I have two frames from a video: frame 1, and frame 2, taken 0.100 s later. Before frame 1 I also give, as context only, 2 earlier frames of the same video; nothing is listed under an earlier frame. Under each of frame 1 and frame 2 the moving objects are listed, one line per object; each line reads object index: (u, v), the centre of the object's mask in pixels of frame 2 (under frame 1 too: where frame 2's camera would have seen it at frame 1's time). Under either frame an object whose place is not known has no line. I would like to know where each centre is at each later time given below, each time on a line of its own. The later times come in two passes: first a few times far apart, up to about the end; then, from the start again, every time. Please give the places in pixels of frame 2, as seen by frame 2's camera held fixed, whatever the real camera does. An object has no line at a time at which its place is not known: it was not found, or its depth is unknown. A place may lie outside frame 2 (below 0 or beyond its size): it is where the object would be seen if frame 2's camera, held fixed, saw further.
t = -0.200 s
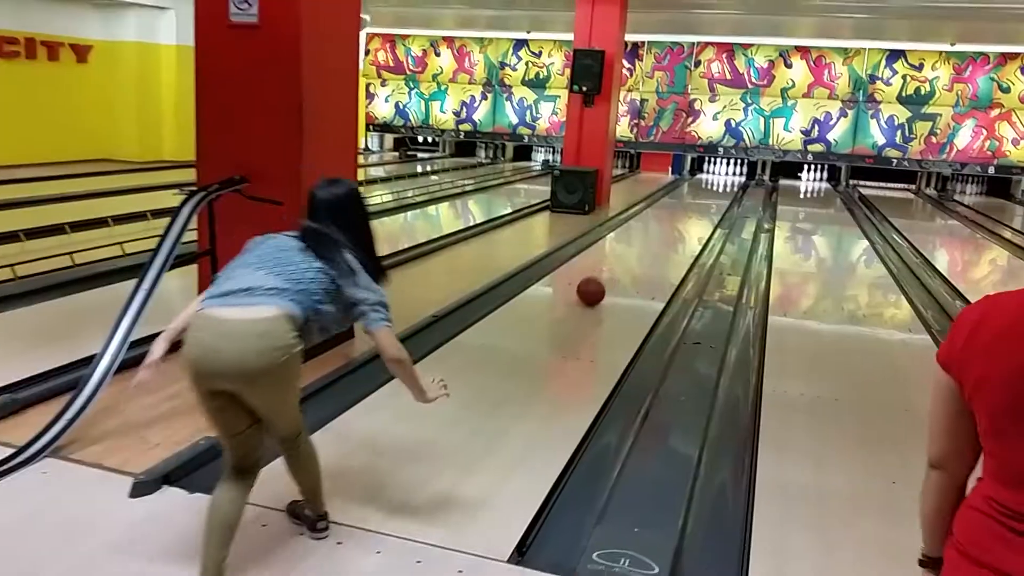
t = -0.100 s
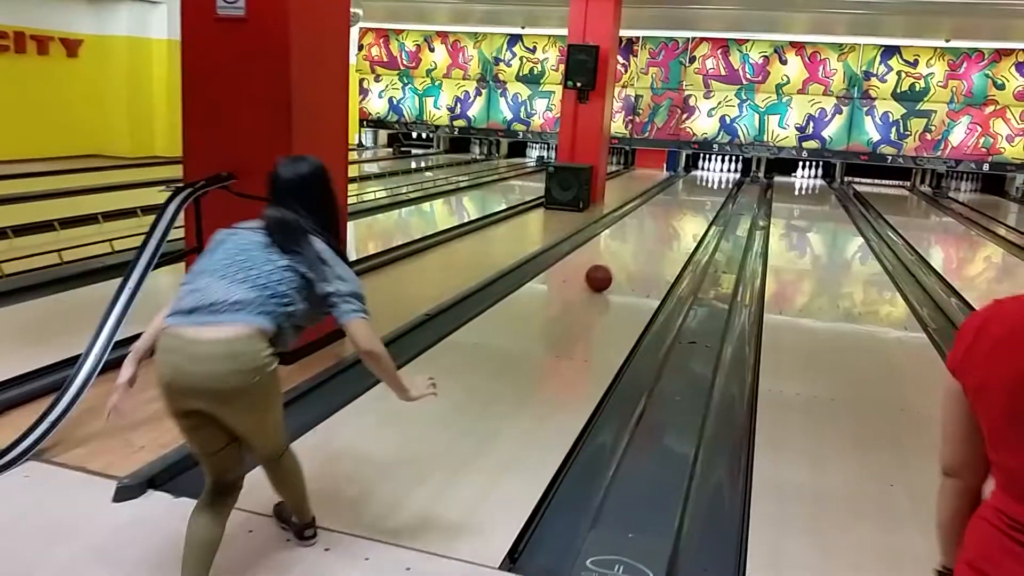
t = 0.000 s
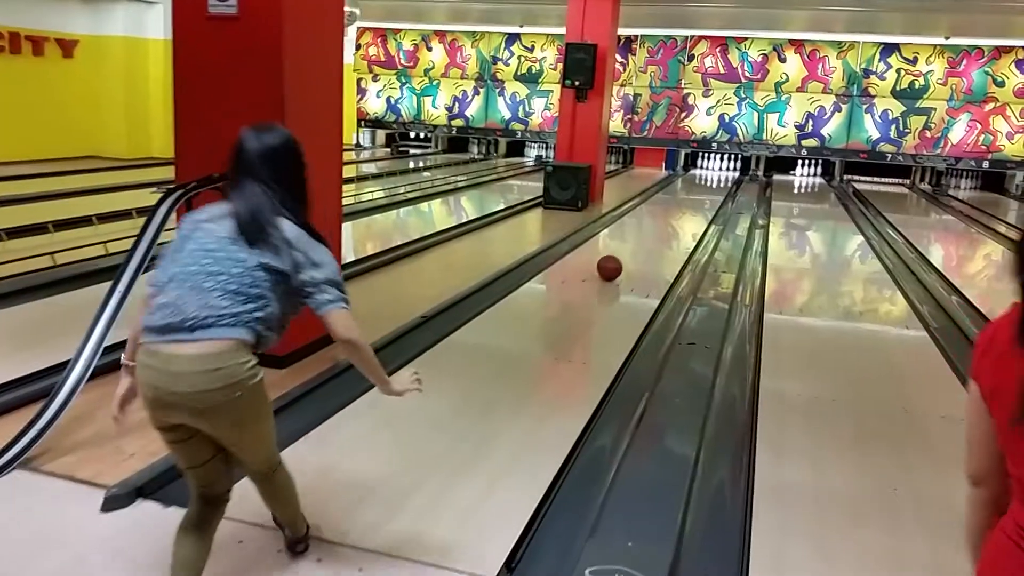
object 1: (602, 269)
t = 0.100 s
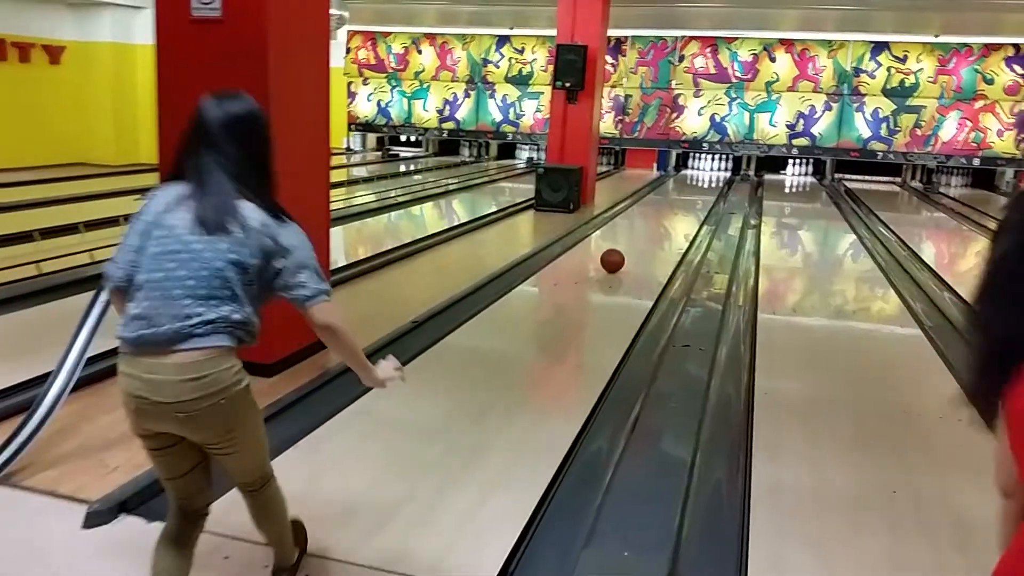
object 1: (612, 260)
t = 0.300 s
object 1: (630, 246)
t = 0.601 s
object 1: (650, 229)
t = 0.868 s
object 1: (664, 217)
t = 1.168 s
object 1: (676, 207)
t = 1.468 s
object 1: (685, 199)
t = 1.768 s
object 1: (693, 192)
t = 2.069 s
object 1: (700, 187)
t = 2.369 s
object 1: (706, 183)
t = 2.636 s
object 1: (710, 179)
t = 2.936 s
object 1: (713, 176)
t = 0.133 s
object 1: (615, 257)
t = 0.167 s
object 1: (619, 255)
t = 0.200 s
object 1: (621, 252)
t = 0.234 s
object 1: (624, 249)
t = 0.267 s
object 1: (627, 248)
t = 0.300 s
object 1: (630, 246)
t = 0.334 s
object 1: (632, 244)
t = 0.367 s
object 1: (635, 242)
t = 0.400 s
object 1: (637, 240)
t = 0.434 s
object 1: (640, 238)
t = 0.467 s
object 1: (642, 236)
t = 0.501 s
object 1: (644, 234)
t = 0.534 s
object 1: (647, 232)
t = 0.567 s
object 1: (649, 231)
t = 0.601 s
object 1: (650, 229)
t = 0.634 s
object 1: (652, 227)
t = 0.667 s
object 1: (654, 226)
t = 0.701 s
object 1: (656, 224)
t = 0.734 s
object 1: (658, 223)
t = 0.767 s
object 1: (660, 221)
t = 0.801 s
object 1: (661, 220)
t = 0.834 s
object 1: (663, 218)
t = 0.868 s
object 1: (664, 217)
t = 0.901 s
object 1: (665, 216)
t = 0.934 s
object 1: (667, 214)
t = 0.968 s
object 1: (668, 213)
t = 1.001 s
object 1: (670, 212)
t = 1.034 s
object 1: (671, 211)
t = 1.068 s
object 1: (672, 210)
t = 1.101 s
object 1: (674, 209)
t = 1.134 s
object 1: (675, 208)
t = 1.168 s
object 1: (676, 207)
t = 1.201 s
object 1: (677, 206)
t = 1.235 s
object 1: (678, 205)
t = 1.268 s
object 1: (679, 204)
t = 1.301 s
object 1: (680, 203)
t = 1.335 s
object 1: (681, 202)
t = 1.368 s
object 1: (682, 201)
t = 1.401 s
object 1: (683, 201)
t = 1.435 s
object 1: (684, 200)
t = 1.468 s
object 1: (685, 199)
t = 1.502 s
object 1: (686, 198)
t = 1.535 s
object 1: (687, 197)
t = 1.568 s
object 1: (688, 196)
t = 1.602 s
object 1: (689, 196)
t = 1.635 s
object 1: (690, 195)
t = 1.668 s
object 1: (691, 194)
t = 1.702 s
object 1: (692, 193)
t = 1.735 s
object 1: (693, 192)
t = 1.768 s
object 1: (693, 192)
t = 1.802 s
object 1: (694, 191)
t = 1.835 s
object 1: (695, 191)
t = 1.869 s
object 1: (695, 190)
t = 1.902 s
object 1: (696, 189)
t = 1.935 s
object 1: (697, 189)
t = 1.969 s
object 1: (698, 188)
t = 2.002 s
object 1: (699, 188)
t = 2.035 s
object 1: (700, 187)
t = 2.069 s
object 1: (700, 187)
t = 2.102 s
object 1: (700, 187)
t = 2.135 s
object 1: (701, 186)
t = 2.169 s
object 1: (702, 185)
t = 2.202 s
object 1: (703, 185)
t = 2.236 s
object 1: (704, 184)
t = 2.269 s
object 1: (704, 184)
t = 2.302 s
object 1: (705, 183)
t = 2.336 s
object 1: (706, 183)
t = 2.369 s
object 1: (706, 183)
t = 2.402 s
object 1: (706, 182)
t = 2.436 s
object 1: (707, 182)
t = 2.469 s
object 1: (708, 182)
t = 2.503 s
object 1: (708, 182)
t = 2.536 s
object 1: (708, 181)
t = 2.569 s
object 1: (709, 180)
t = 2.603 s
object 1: (709, 179)
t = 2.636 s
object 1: (710, 179)
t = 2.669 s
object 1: (710, 179)
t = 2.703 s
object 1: (710, 178)
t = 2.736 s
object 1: (711, 178)
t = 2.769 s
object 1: (711, 177)
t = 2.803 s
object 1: (711, 177)
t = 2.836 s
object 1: (712, 177)
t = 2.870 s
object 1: (712, 176)
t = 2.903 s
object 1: (712, 176)
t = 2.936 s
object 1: (713, 176)
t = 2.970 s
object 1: (713, 175)
